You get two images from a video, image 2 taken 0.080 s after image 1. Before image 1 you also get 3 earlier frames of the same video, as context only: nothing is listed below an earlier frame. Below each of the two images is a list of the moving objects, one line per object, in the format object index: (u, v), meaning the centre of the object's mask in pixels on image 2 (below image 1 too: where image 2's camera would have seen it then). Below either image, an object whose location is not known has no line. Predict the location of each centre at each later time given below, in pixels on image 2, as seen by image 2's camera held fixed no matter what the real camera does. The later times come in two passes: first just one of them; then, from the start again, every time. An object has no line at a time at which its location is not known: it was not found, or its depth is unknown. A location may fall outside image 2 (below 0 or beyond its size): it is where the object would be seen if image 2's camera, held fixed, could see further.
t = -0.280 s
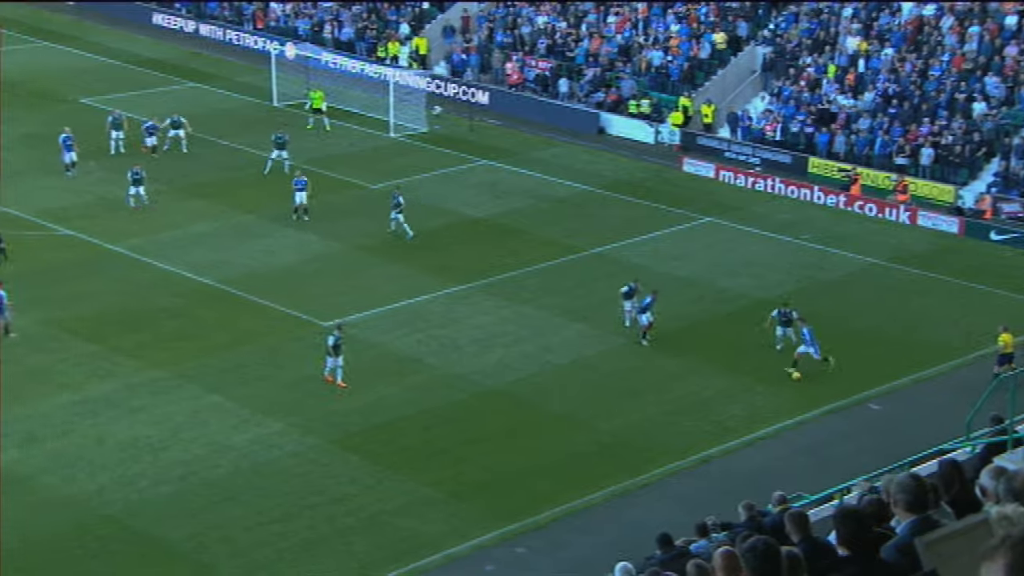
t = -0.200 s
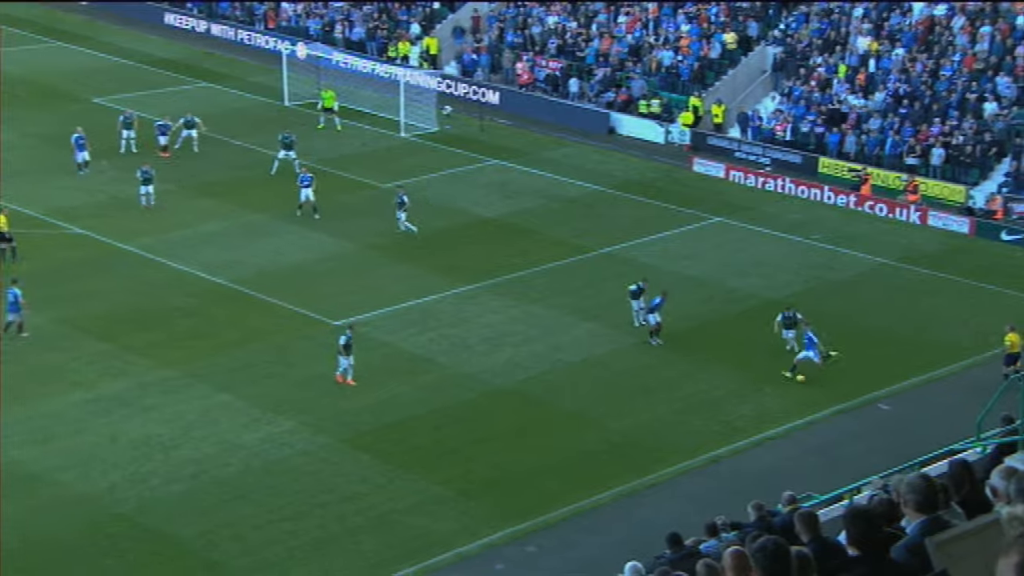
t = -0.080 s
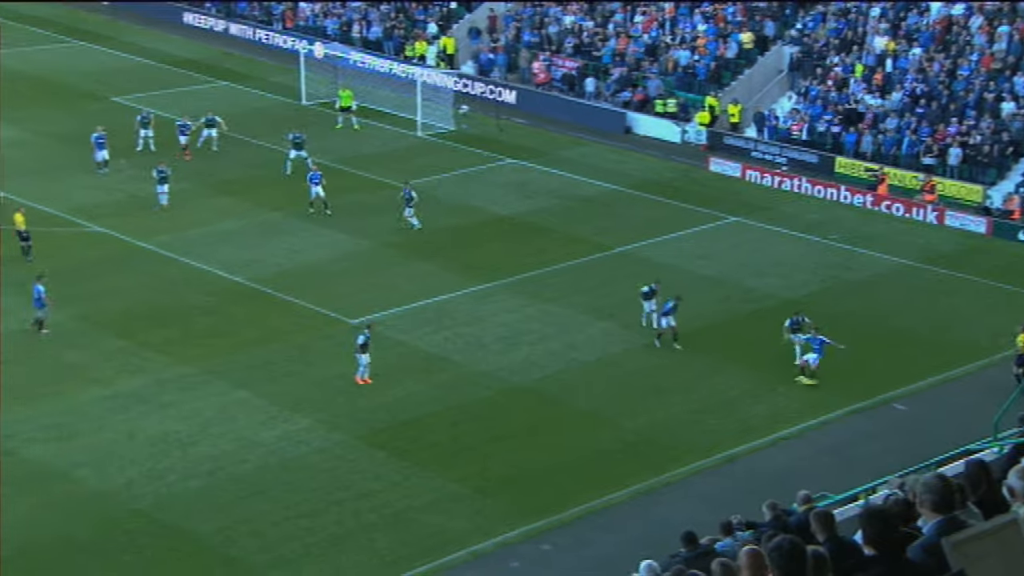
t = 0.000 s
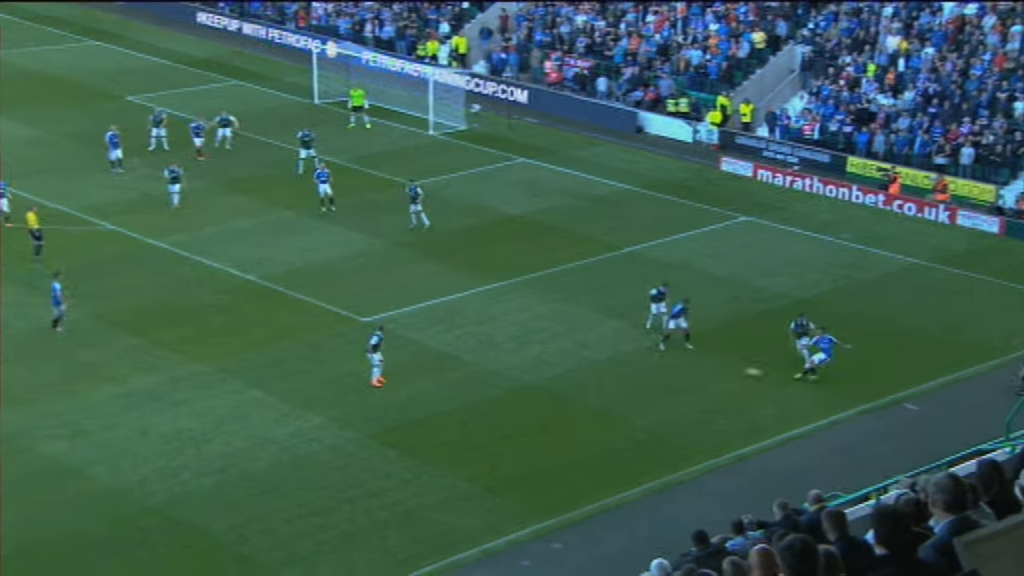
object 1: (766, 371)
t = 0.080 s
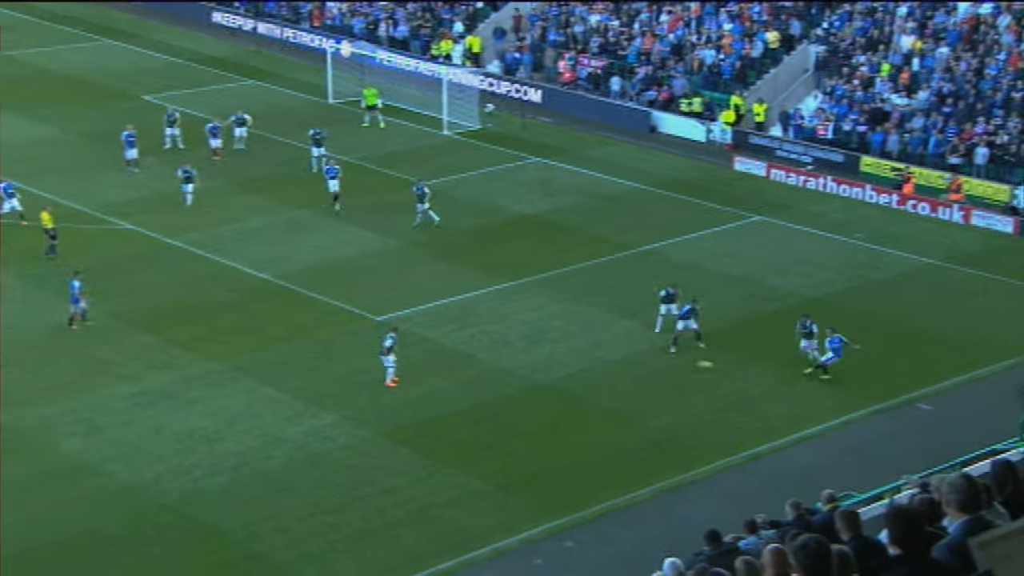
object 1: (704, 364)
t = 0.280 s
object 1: (573, 351)
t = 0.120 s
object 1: (675, 362)
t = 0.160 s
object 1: (647, 359)
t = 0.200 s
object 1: (622, 355)
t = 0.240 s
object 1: (597, 352)
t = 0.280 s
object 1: (573, 351)
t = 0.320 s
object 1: (549, 347)
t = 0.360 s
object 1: (528, 344)
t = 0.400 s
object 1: (508, 343)
